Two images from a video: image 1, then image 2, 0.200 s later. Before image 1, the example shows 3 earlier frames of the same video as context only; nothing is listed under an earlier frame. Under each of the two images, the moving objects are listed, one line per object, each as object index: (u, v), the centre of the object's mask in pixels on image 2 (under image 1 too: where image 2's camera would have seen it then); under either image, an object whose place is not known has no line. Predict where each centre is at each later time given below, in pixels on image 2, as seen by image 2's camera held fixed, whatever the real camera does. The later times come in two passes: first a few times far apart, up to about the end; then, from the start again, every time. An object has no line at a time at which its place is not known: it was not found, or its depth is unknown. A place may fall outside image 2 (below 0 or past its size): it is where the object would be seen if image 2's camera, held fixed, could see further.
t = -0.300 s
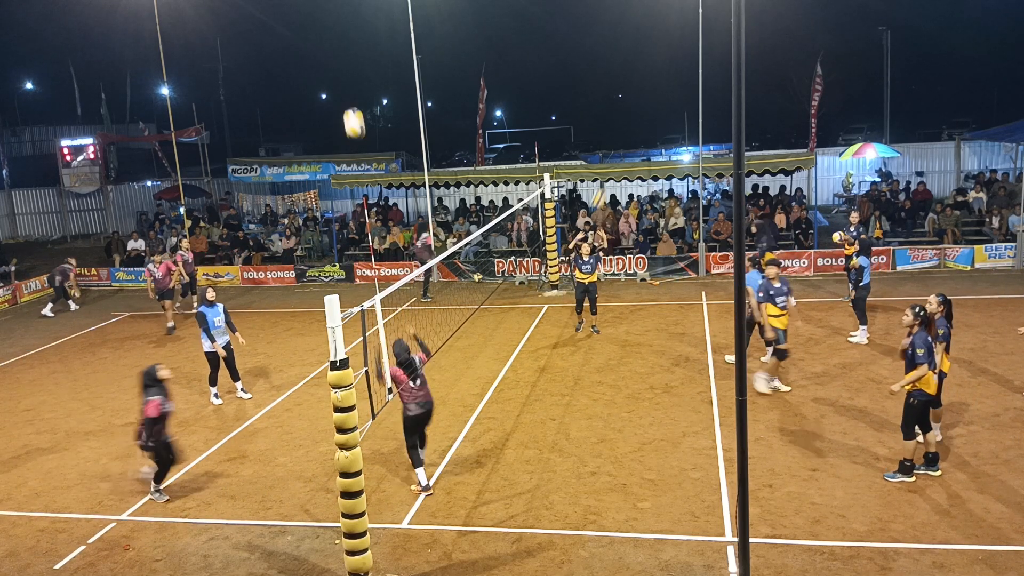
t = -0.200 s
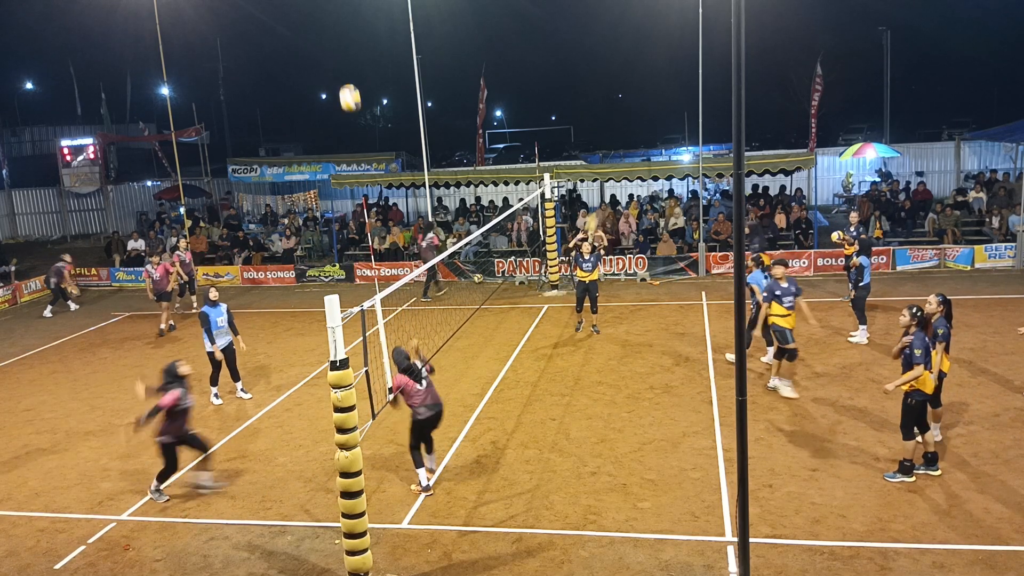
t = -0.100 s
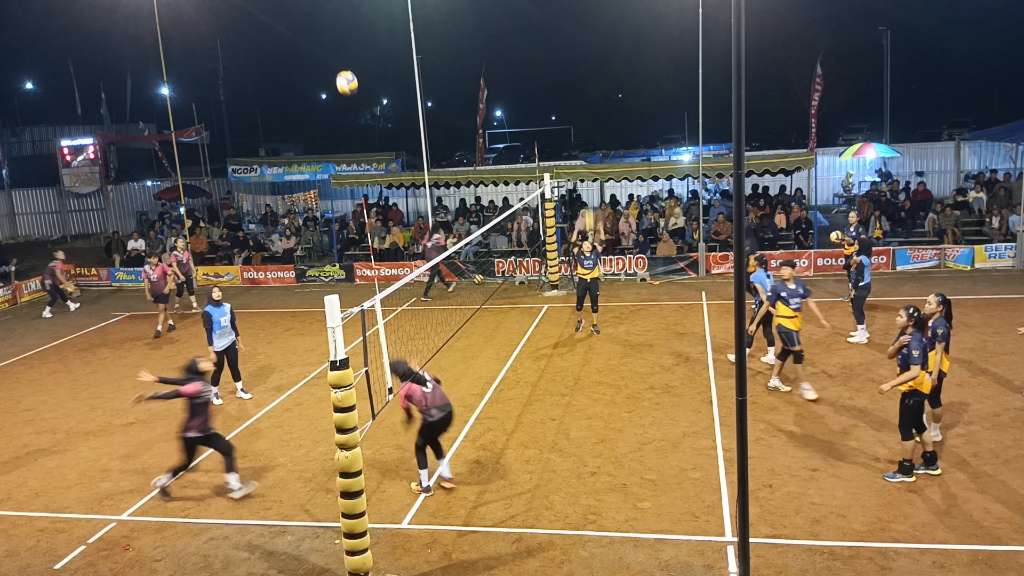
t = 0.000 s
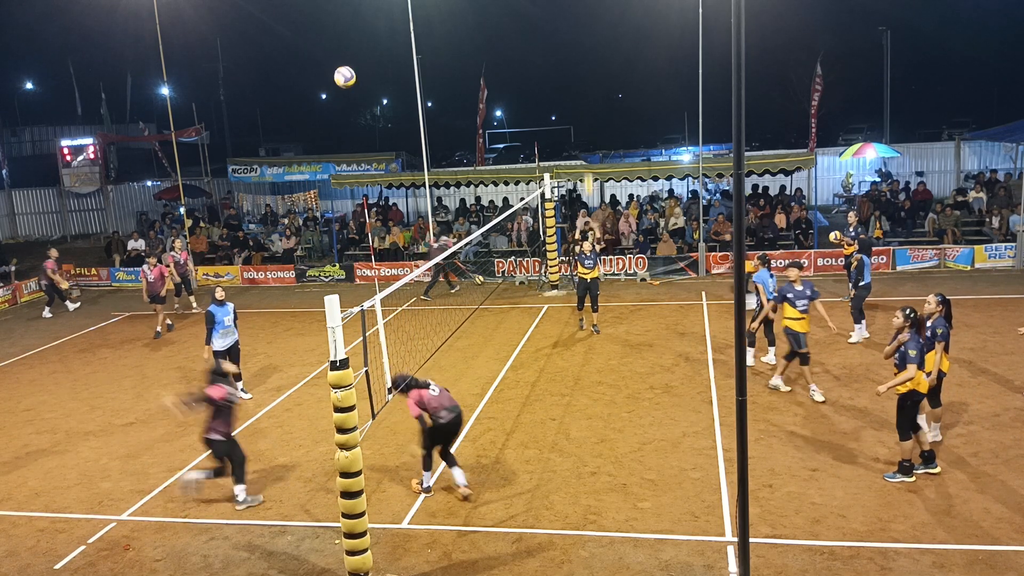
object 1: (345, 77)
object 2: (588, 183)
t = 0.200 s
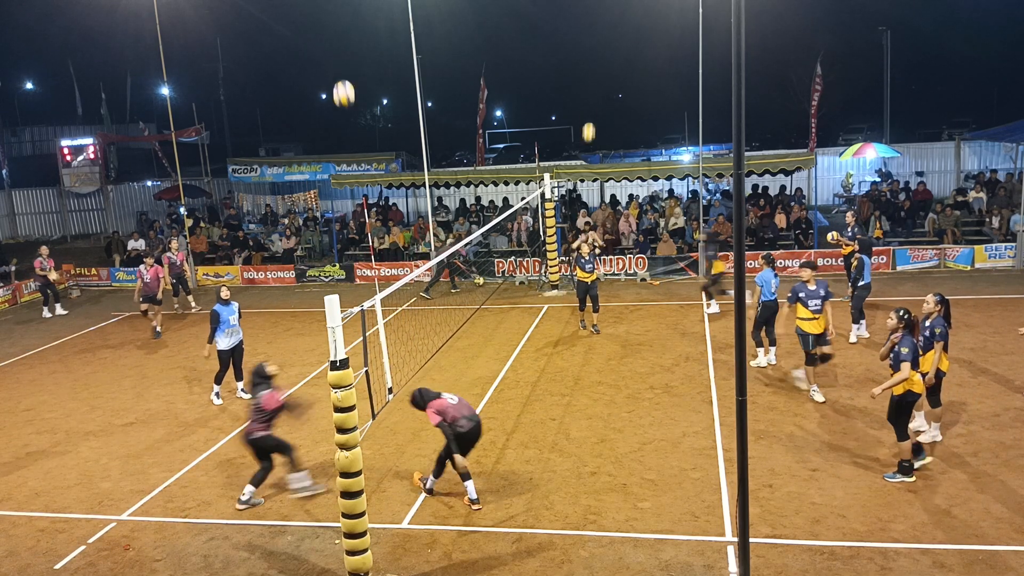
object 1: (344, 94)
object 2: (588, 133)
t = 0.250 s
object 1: (344, 104)
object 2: (589, 123)
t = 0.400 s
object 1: (347, 149)
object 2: (591, 105)
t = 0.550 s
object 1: (352, 213)
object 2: (593, 100)
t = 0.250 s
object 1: (344, 104)
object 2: (589, 123)
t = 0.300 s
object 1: (345, 117)
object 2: (589, 116)
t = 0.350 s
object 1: (346, 133)
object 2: (590, 110)
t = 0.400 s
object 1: (347, 149)
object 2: (591, 105)
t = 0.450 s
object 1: (348, 168)
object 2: (591, 102)
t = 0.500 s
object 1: (350, 189)
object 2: (592, 101)
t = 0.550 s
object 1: (352, 213)
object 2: (593, 100)
